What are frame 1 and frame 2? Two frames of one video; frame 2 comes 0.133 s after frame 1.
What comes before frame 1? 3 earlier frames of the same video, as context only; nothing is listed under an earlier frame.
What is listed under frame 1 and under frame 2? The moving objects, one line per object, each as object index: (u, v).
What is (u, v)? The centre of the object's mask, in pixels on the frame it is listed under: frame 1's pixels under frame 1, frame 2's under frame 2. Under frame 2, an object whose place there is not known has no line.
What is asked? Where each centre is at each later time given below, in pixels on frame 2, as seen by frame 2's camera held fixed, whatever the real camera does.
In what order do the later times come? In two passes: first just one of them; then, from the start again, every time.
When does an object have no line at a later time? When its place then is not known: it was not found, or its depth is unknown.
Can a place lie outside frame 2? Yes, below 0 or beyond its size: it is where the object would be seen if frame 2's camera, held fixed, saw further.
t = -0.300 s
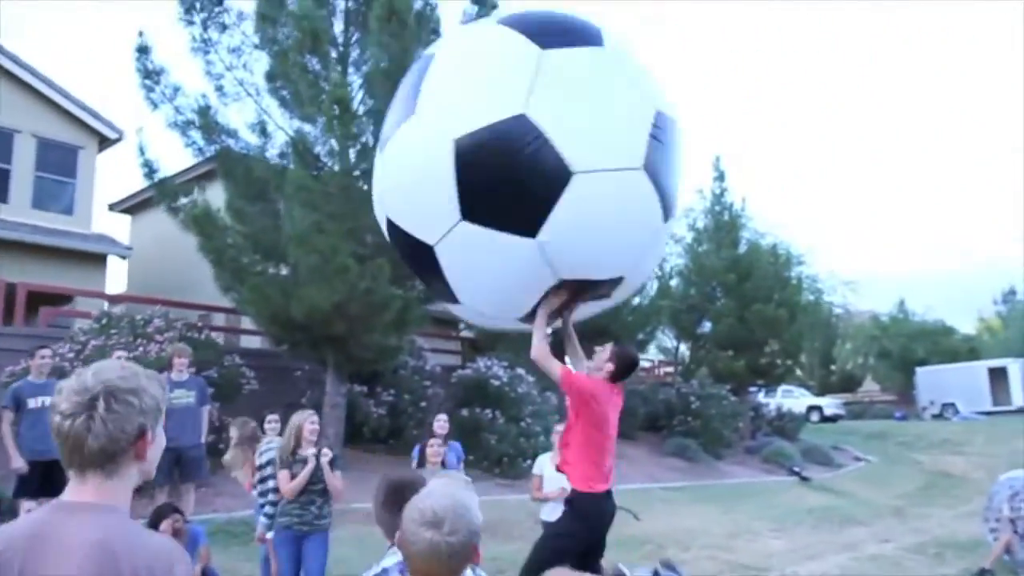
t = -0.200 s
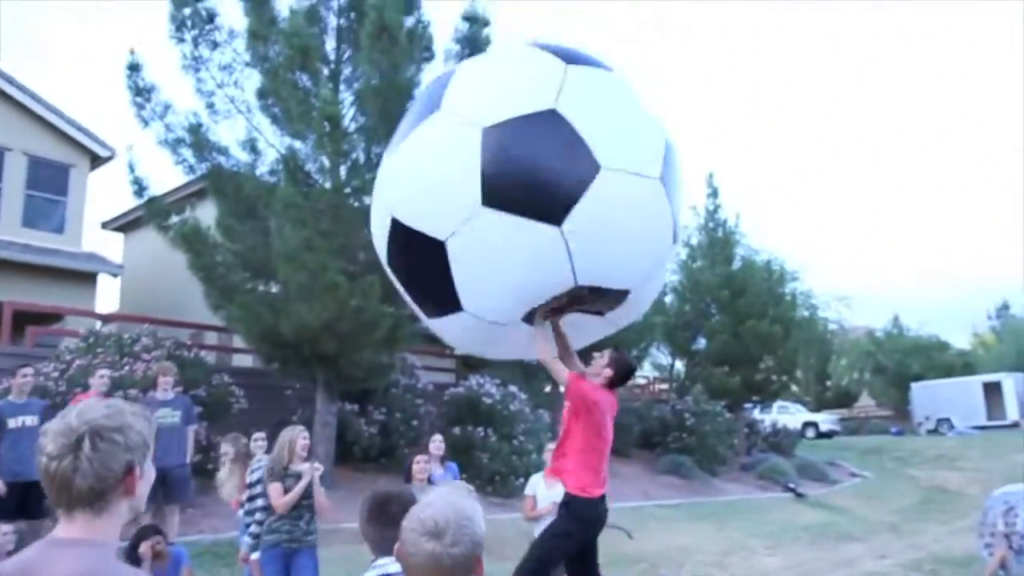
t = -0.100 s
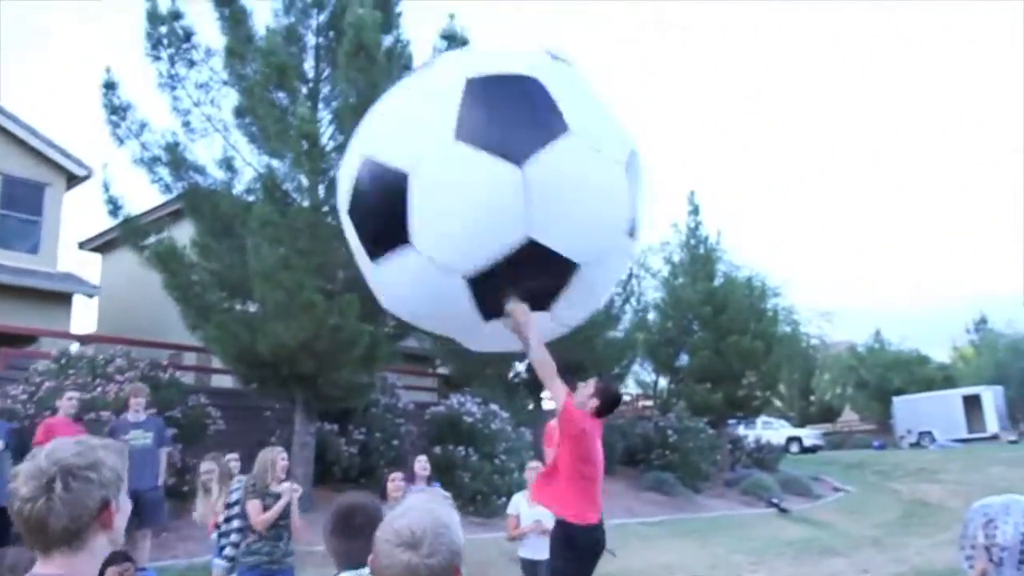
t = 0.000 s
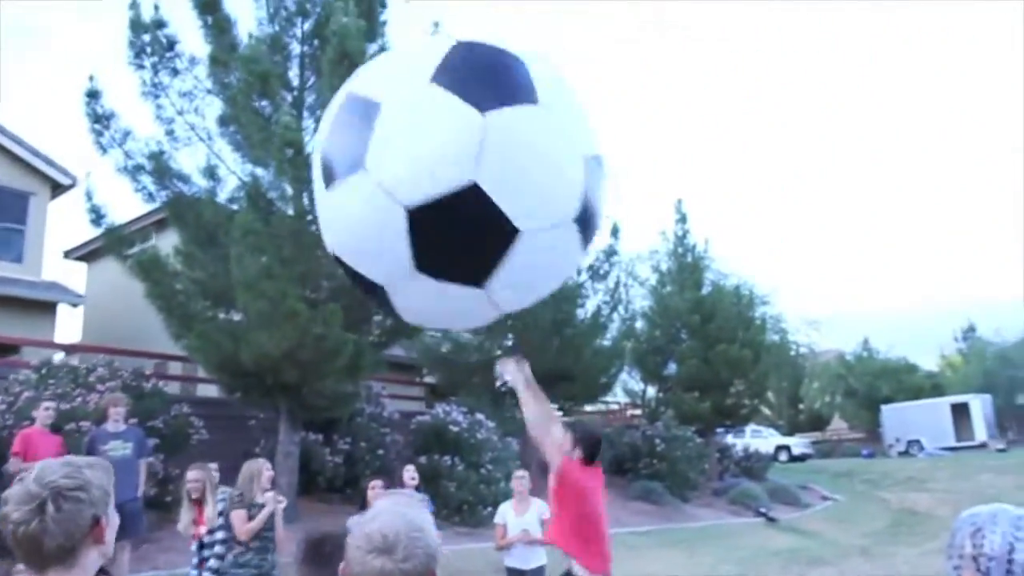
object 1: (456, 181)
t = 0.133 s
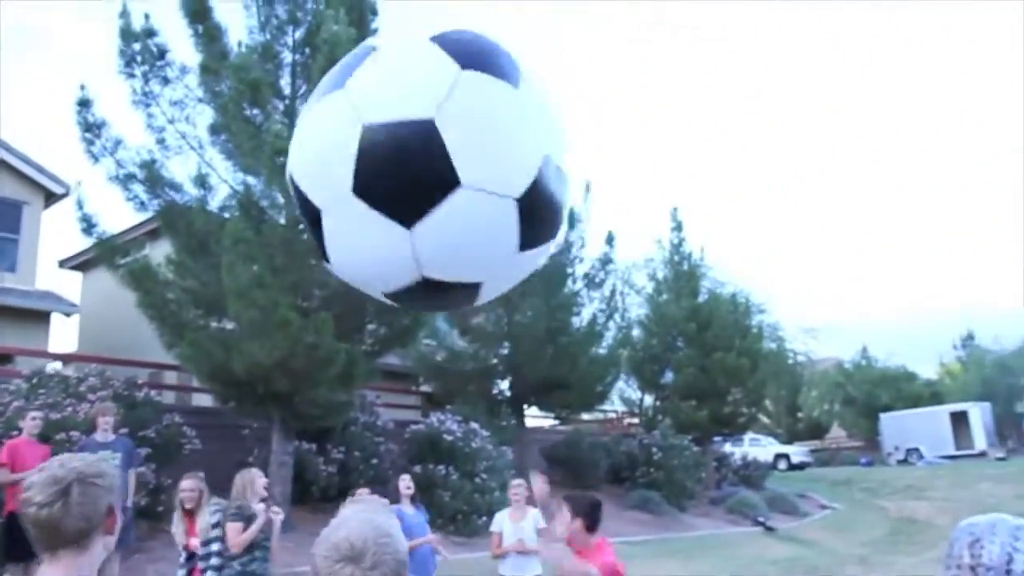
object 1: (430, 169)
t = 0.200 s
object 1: (422, 166)
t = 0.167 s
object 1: (425, 168)
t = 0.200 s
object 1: (422, 166)
